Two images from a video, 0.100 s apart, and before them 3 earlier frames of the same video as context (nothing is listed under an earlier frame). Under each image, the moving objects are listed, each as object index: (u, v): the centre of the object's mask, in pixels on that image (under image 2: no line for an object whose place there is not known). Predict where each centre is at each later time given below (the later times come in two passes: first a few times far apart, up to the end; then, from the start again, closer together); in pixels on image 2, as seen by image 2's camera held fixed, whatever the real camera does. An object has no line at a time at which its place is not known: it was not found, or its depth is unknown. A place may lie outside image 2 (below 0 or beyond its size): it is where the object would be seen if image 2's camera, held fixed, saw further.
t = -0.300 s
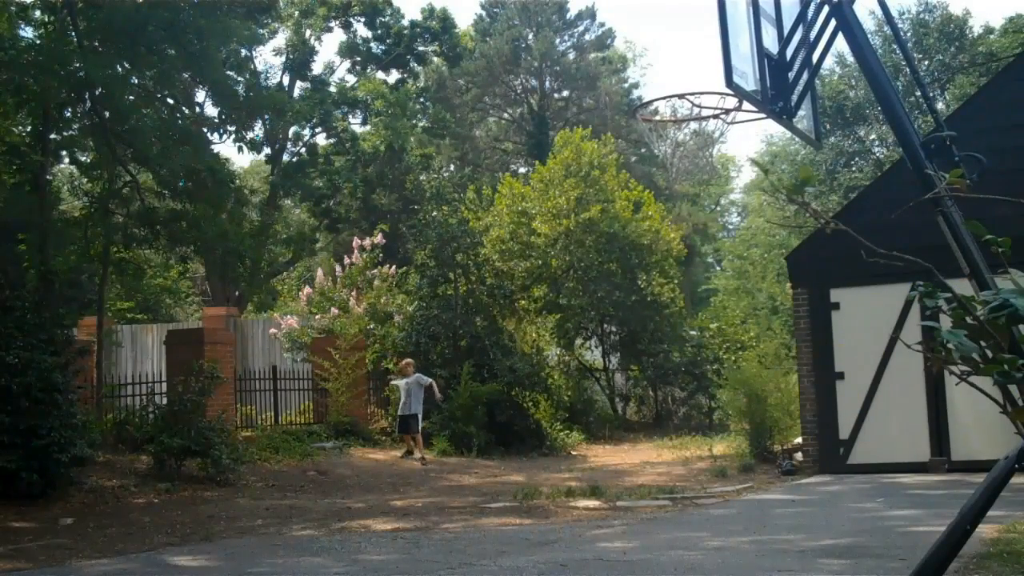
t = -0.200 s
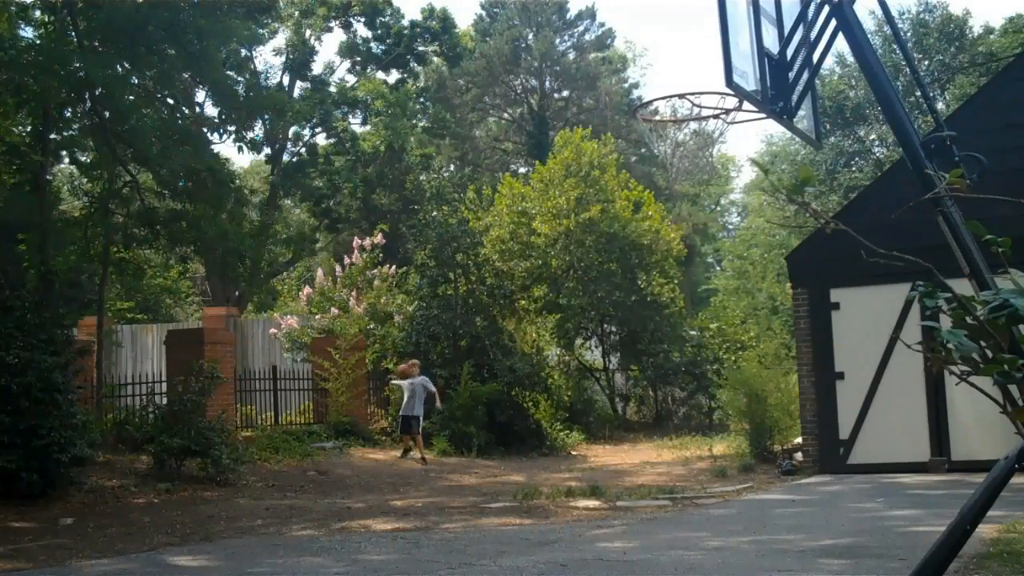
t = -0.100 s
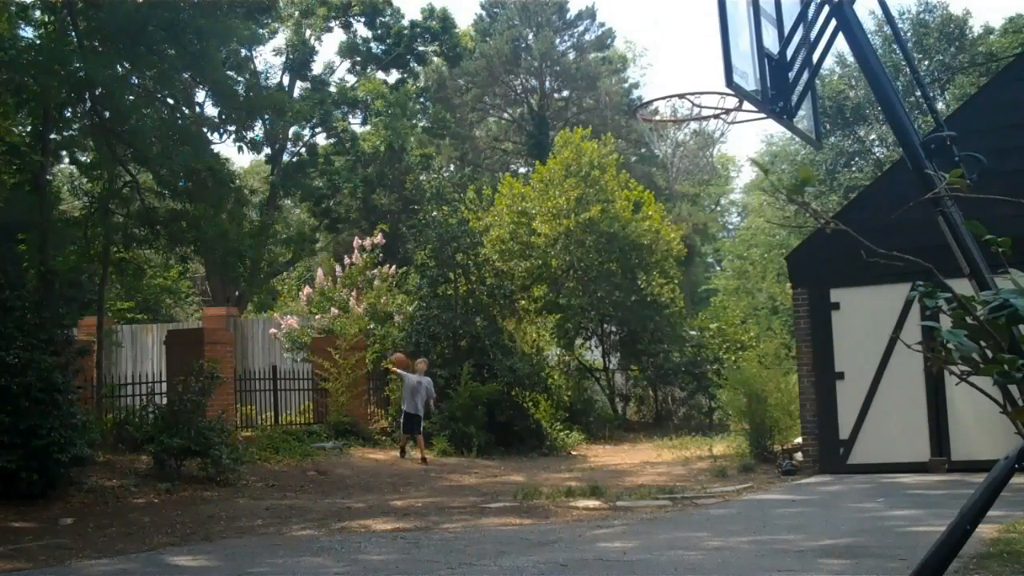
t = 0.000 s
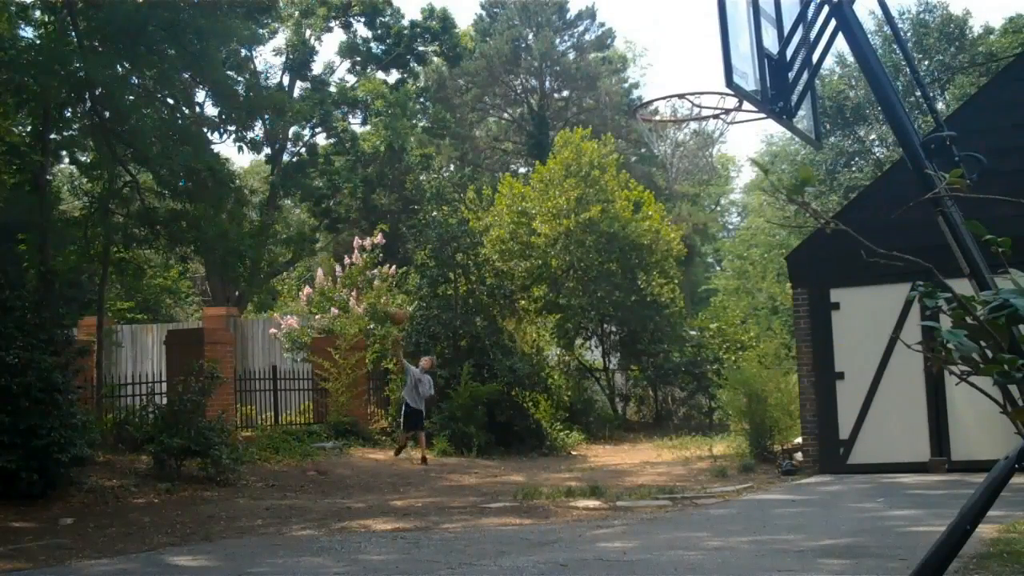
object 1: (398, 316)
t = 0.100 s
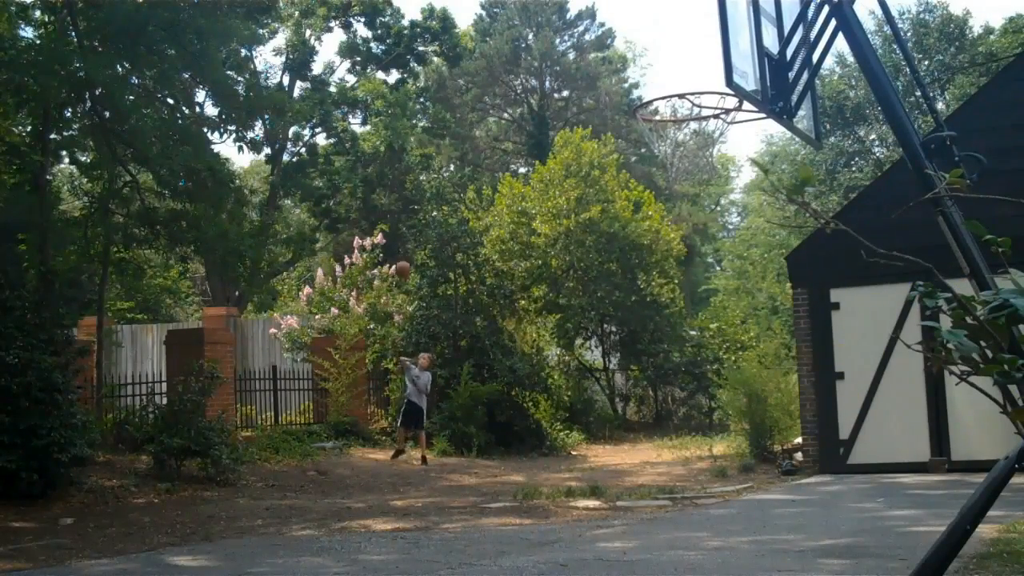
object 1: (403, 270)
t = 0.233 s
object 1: (411, 212)
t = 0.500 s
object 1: (432, 126)
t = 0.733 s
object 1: (459, 86)
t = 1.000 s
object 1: (499, 102)
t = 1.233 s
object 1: (549, 190)
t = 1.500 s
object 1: (638, 432)
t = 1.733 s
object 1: (686, 394)
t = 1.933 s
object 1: (708, 230)
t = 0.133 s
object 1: (404, 253)
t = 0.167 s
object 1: (405, 240)
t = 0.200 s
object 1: (409, 225)
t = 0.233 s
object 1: (411, 212)
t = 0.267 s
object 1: (413, 201)
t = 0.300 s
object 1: (416, 188)
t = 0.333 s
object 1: (417, 175)
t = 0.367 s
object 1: (420, 164)
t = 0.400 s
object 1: (424, 152)
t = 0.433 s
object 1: (425, 143)
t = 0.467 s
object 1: (429, 135)
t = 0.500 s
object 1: (432, 126)
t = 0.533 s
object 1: (436, 117)
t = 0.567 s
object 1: (439, 110)
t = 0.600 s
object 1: (441, 103)
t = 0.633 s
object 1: (445, 99)
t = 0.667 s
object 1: (450, 94)
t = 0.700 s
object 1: (453, 90)
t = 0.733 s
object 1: (459, 86)
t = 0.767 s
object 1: (462, 85)
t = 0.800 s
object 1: (466, 84)
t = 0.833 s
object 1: (470, 85)
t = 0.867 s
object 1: (476, 86)
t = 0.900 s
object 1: (481, 87)
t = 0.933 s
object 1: (487, 91)
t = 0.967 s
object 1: (492, 96)
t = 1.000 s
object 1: (499, 102)
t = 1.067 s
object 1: (512, 119)
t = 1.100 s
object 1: (518, 130)
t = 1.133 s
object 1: (526, 142)
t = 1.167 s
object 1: (534, 155)
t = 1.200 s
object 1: (541, 172)
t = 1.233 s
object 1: (549, 190)
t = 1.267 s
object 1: (559, 212)
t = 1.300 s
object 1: (568, 234)
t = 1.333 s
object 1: (578, 259)
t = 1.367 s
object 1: (589, 287)
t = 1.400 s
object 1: (600, 317)
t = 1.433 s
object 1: (614, 353)
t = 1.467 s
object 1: (625, 390)
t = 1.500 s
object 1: (638, 432)
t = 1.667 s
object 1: (681, 458)
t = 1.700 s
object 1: (684, 425)
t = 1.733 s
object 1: (686, 394)
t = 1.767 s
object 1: (690, 364)
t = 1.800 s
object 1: (694, 334)
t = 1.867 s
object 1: (700, 278)
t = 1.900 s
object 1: (703, 253)
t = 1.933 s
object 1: (708, 230)
